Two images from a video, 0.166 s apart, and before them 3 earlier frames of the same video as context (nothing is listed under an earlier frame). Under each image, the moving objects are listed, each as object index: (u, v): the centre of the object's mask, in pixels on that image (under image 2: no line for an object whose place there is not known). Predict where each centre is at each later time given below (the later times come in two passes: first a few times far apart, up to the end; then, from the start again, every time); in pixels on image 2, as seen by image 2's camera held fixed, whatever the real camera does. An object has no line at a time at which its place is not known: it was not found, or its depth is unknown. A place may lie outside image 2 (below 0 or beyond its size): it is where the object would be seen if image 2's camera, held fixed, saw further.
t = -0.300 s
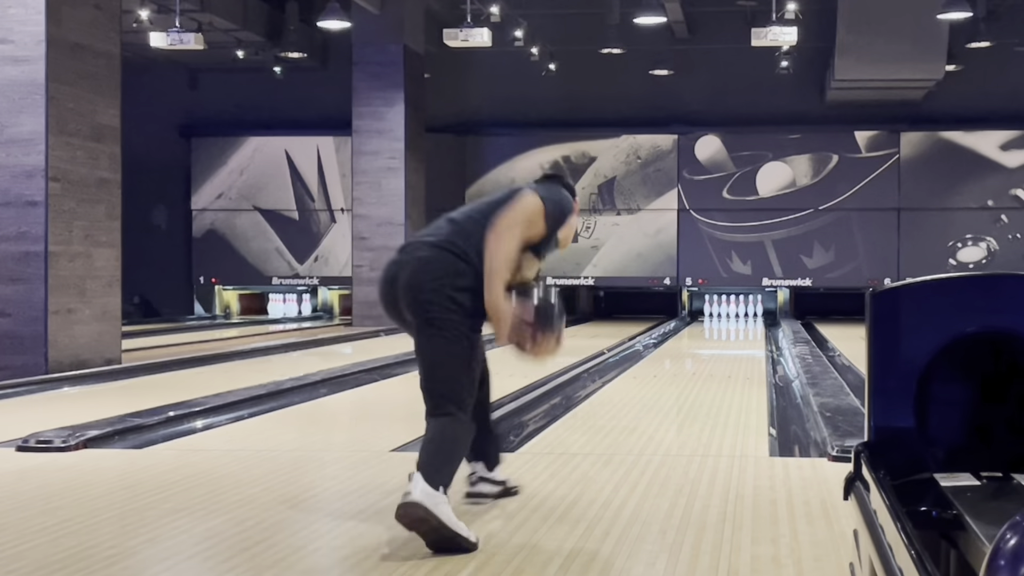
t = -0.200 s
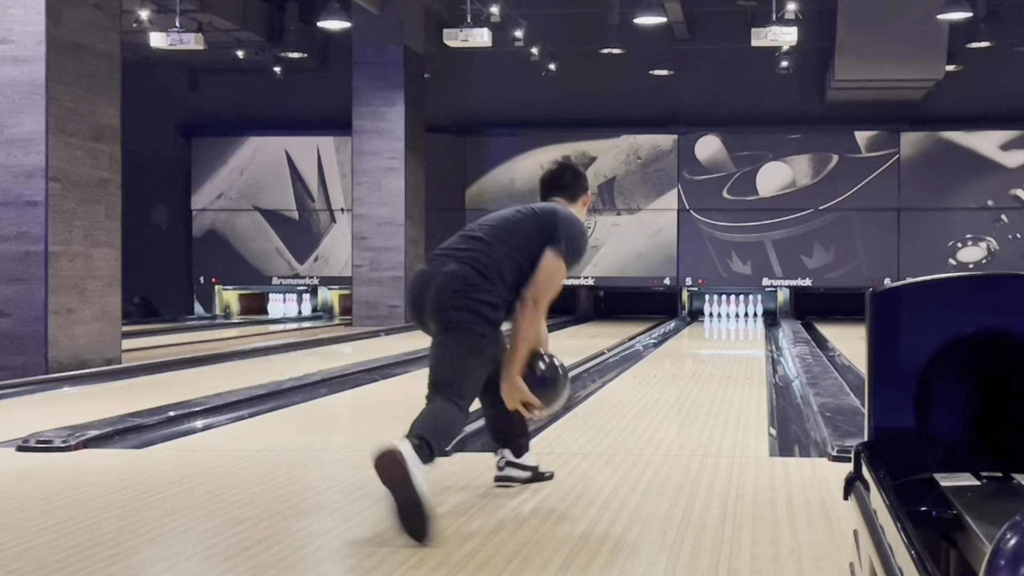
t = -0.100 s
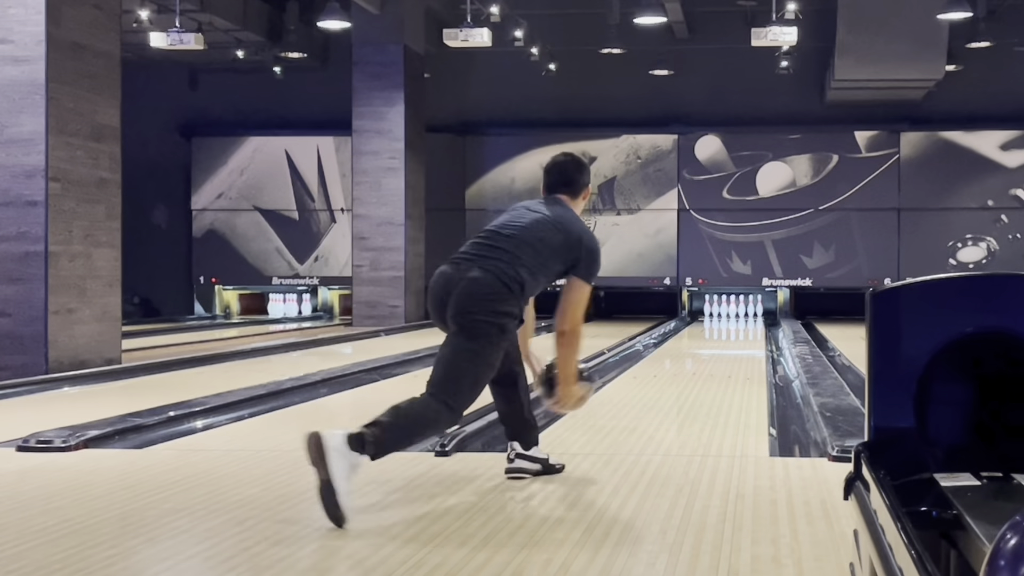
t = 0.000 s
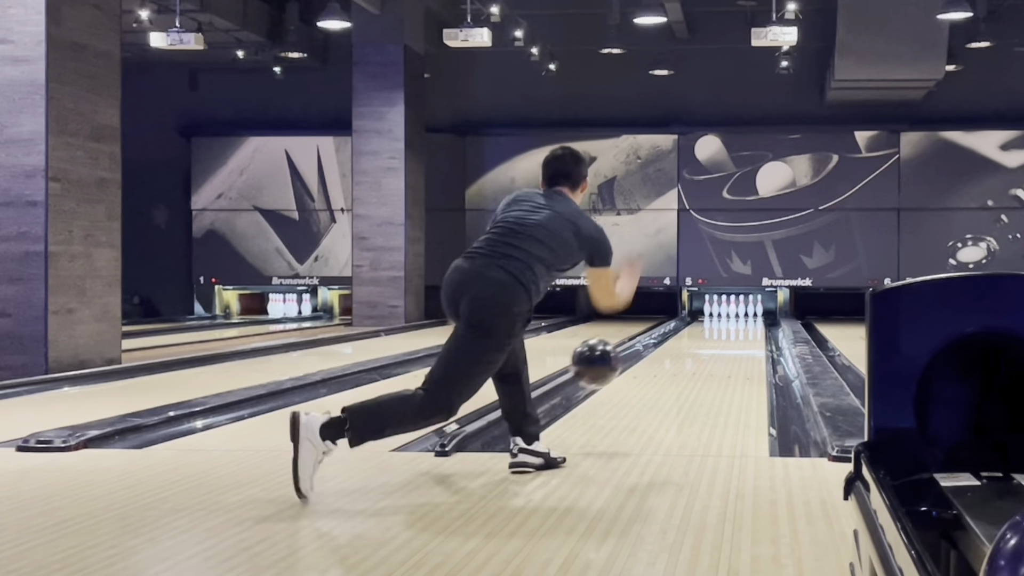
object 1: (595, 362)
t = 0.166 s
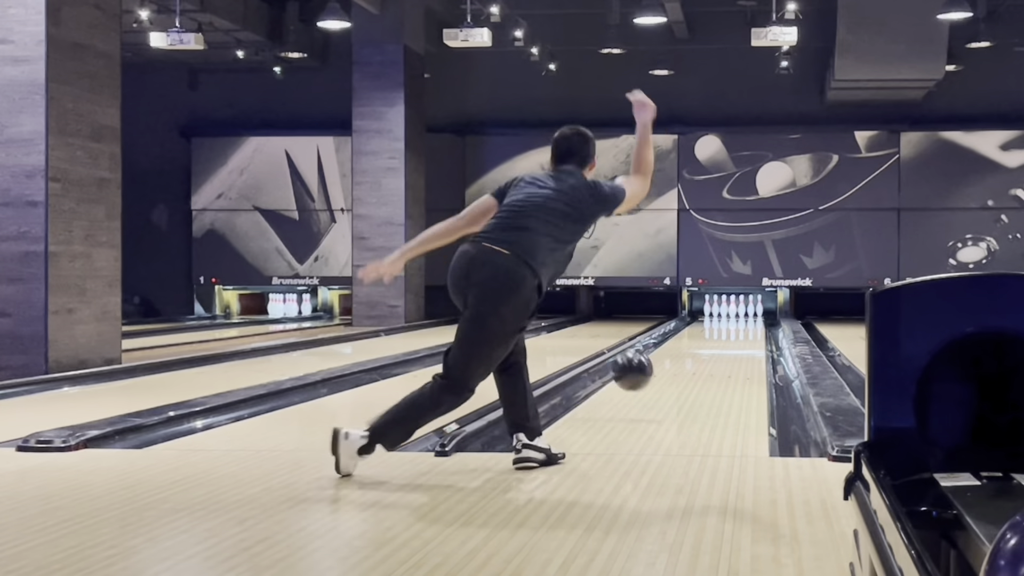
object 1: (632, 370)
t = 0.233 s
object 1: (644, 387)
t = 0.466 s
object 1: (676, 371)
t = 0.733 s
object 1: (700, 355)
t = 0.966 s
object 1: (715, 346)
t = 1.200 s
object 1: (726, 338)
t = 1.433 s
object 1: (734, 331)
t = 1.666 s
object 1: (740, 326)
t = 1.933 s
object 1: (746, 321)
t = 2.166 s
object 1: (748, 318)
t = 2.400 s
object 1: (745, 315)
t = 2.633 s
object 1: (740, 313)
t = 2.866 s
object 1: (736, 311)
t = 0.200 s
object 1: (638, 377)
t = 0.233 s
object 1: (644, 387)
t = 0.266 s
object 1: (650, 386)
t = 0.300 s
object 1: (655, 381)
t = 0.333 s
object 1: (659, 377)
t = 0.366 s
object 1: (664, 378)
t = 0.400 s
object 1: (668, 376)
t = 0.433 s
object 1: (672, 373)
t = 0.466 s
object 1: (676, 371)
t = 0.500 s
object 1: (679, 368)
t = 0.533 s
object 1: (683, 366)
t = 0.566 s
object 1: (686, 364)
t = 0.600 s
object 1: (689, 362)
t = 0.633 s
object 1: (692, 360)
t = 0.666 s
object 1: (695, 359)
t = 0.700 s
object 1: (698, 357)
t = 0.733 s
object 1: (700, 355)
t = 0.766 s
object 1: (702, 354)
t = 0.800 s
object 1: (705, 352)
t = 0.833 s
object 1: (707, 351)
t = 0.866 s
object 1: (709, 350)
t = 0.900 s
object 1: (711, 348)
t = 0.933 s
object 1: (713, 347)
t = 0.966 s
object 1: (715, 346)
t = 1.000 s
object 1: (717, 345)
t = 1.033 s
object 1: (718, 343)
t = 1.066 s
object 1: (720, 342)
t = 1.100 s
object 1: (721, 341)
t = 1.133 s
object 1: (723, 340)
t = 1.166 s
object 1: (725, 339)
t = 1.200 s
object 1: (726, 338)
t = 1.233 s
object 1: (727, 337)
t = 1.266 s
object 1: (728, 336)
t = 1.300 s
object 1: (730, 335)
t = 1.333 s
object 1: (731, 334)
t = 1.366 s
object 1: (732, 333)
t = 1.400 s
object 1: (733, 332)
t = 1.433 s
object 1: (734, 331)
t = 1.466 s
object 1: (735, 330)
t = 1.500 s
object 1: (736, 329)
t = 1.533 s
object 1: (737, 329)
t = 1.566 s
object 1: (738, 328)
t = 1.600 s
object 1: (739, 327)
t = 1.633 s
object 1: (740, 327)
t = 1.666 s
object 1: (740, 326)
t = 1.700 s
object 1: (741, 326)
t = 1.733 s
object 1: (742, 325)
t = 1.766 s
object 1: (743, 324)
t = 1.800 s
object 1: (744, 324)
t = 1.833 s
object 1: (744, 323)
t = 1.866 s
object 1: (745, 322)
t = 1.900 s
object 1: (746, 322)
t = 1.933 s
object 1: (746, 321)
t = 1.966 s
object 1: (747, 321)
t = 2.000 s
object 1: (747, 320)
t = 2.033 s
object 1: (747, 320)
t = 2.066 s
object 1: (748, 319)
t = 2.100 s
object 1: (748, 319)
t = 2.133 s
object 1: (748, 318)
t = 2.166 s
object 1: (748, 318)
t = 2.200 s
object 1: (748, 317)
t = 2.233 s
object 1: (748, 317)
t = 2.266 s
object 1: (748, 317)
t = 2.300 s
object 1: (747, 316)
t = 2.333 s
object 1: (747, 316)
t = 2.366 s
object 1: (746, 315)
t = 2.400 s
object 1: (745, 315)
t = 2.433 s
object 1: (745, 315)
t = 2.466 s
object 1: (743, 314)
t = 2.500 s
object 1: (743, 314)
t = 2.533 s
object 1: (742, 314)
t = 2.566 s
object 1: (741, 313)
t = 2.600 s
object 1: (741, 313)
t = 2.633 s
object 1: (740, 313)
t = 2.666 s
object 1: (739, 313)
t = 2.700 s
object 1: (737, 312)
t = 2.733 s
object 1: (737, 312)
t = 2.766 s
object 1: (737, 312)
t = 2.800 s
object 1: (738, 312)
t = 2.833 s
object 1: (737, 312)
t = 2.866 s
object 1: (736, 311)
